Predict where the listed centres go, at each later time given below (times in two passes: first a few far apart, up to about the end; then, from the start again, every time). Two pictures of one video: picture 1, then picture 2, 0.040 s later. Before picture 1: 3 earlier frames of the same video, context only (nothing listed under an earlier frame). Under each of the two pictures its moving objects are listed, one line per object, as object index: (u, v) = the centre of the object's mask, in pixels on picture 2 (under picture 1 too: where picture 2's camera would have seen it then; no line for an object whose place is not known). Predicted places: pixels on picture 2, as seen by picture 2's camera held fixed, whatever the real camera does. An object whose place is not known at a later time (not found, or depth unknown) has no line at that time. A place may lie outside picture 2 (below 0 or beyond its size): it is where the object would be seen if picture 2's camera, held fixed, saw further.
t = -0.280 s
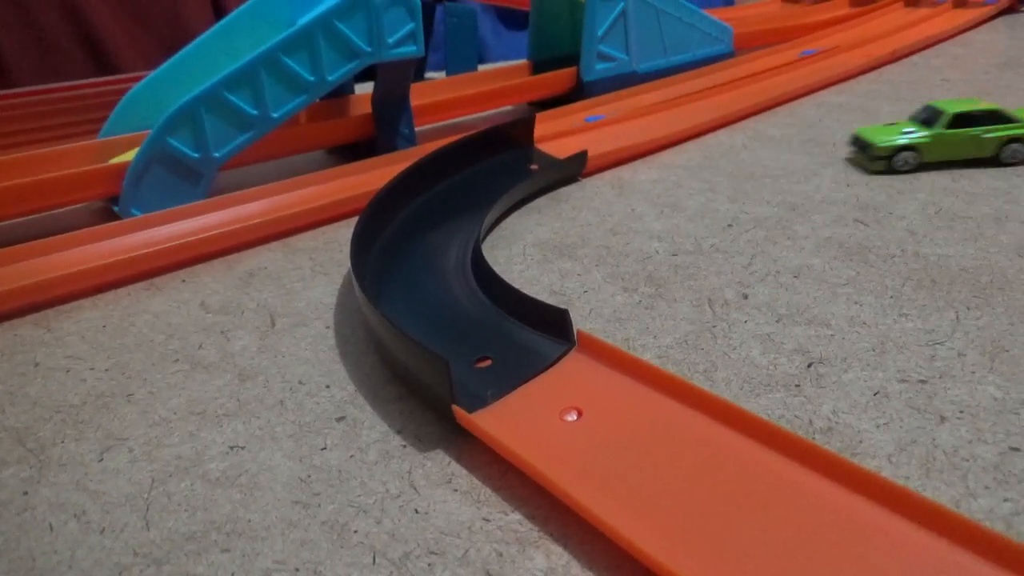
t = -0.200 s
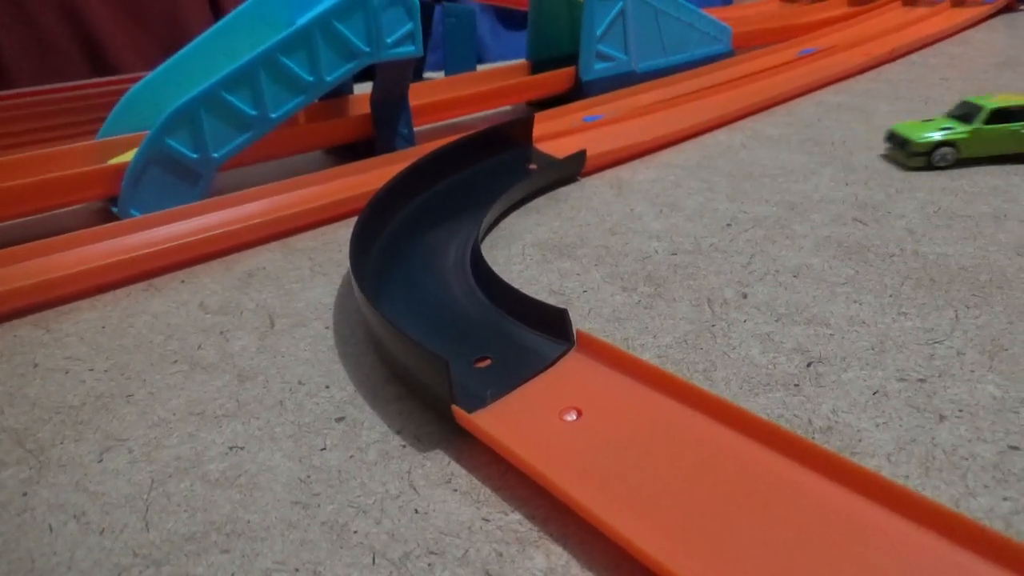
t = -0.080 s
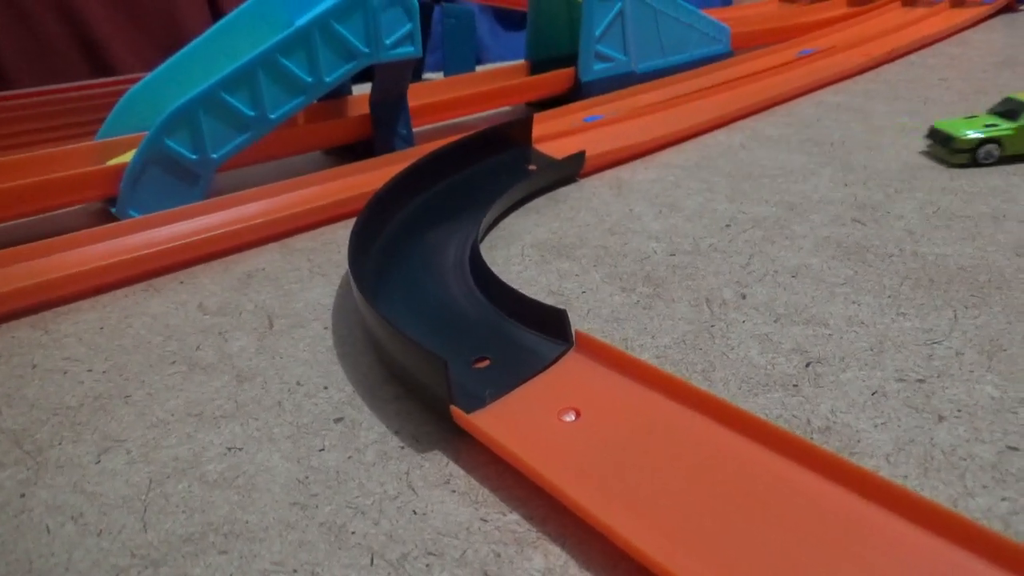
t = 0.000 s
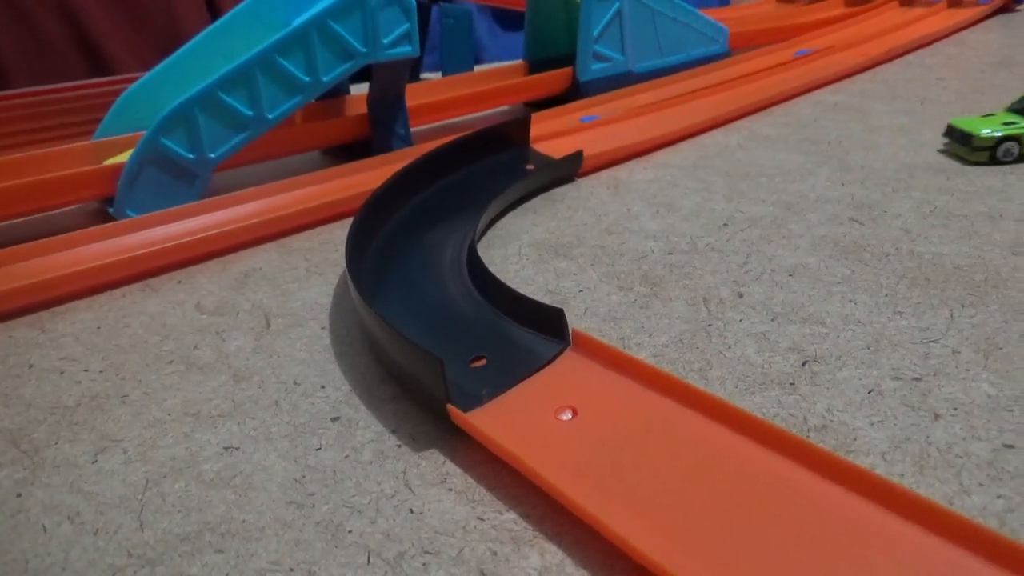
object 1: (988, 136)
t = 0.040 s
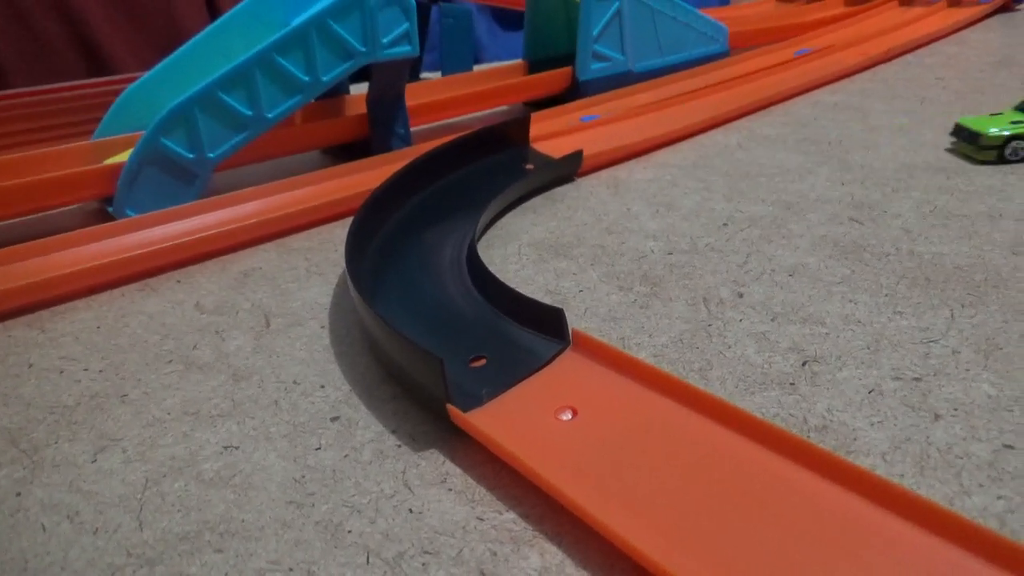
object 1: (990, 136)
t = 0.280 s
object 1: (989, 136)
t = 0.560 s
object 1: (974, 133)
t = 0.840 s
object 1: (950, 134)
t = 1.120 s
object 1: (885, 139)
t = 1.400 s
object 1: (794, 145)
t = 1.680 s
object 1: (701, 150)
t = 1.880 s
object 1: (685, 153)
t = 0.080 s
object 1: (993, 136)
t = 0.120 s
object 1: (995, 136)
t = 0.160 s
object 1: (994, 136)
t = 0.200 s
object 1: (993, 136)
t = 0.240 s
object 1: (992, 136)
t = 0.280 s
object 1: (989, 136)
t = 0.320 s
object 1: (986, 137)
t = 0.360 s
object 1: (985, 136)
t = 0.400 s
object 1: (984, 135)
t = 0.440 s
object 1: (982, 135)
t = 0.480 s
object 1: (980, 134)
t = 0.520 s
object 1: (978, 134)
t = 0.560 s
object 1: (974, 133)
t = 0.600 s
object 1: (972, 133)
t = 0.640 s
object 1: (968, 133)
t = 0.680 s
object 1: (965, 132)
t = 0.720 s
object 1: (962, 132)
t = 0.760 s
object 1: (959, 132)
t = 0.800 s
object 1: (955, 133)
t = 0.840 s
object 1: (950, 134)
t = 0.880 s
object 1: (945, 134)
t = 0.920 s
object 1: (938, 135)
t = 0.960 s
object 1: (930, 135)
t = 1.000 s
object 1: (919, 136)
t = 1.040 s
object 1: (908, 136)
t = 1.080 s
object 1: (897, 137)
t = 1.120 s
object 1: (885, 139)
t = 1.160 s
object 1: (872, 140)
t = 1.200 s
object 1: (860, 140)
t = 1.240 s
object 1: (846, 141)
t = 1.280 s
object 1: (833, 142)
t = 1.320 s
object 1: (820, 143)
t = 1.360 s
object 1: (807, 144)
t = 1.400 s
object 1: (794, 145)
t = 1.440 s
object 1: (781, 145)
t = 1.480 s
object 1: (767, 146)
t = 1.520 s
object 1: (753, 147)
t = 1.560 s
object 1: (740, 147)
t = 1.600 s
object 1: (727, 149)
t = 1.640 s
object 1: (715, 149)
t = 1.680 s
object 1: (701, 150)
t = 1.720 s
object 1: (691, 152)
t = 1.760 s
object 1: (687, 152)
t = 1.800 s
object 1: (685, 153)
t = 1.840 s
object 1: (685, 153)
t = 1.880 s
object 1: (685, 153)
